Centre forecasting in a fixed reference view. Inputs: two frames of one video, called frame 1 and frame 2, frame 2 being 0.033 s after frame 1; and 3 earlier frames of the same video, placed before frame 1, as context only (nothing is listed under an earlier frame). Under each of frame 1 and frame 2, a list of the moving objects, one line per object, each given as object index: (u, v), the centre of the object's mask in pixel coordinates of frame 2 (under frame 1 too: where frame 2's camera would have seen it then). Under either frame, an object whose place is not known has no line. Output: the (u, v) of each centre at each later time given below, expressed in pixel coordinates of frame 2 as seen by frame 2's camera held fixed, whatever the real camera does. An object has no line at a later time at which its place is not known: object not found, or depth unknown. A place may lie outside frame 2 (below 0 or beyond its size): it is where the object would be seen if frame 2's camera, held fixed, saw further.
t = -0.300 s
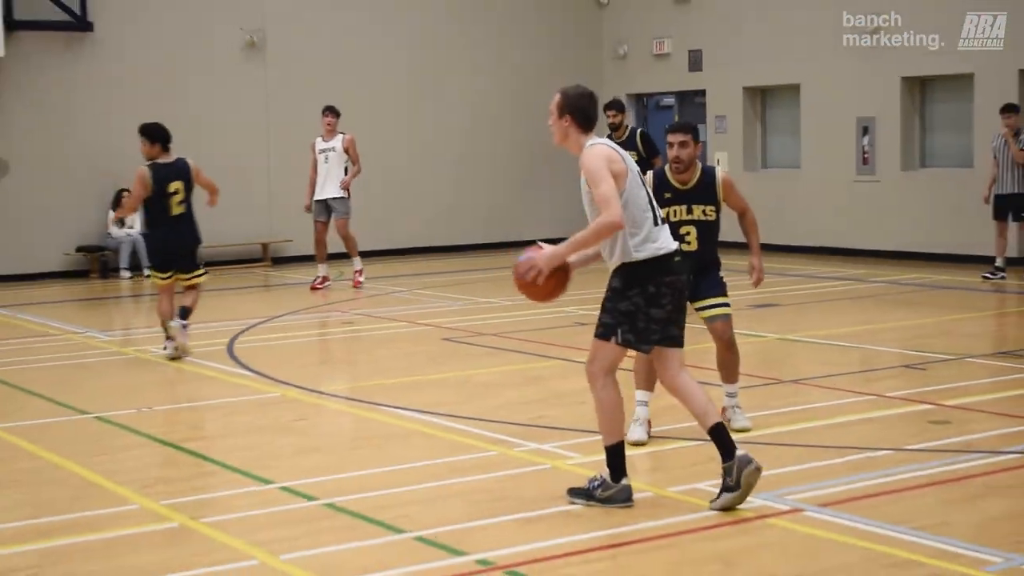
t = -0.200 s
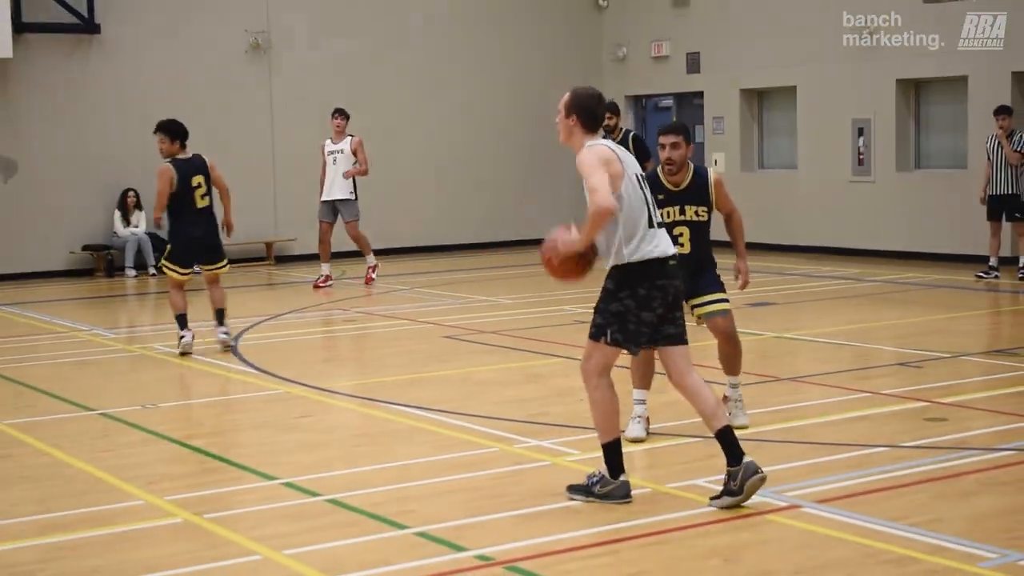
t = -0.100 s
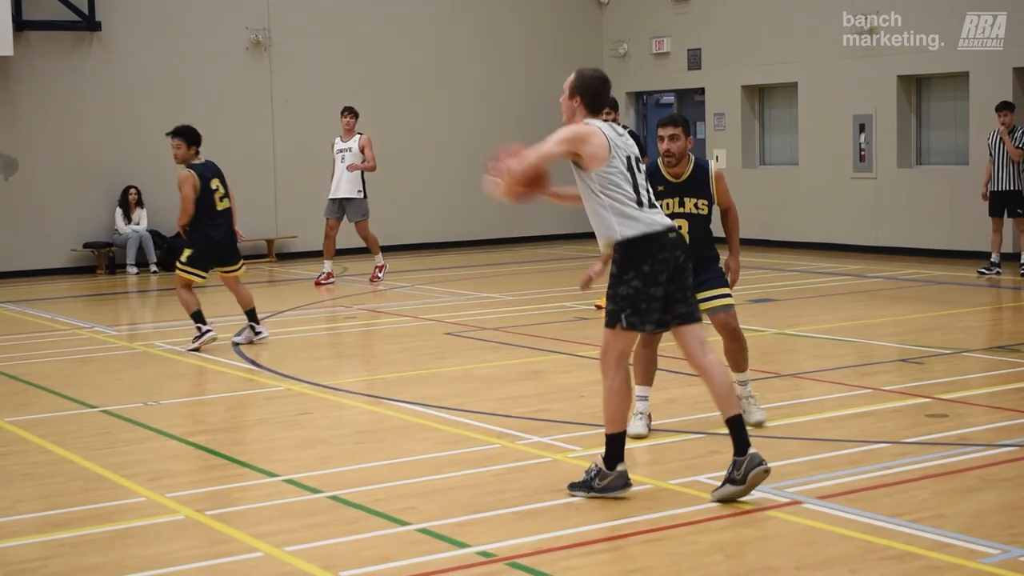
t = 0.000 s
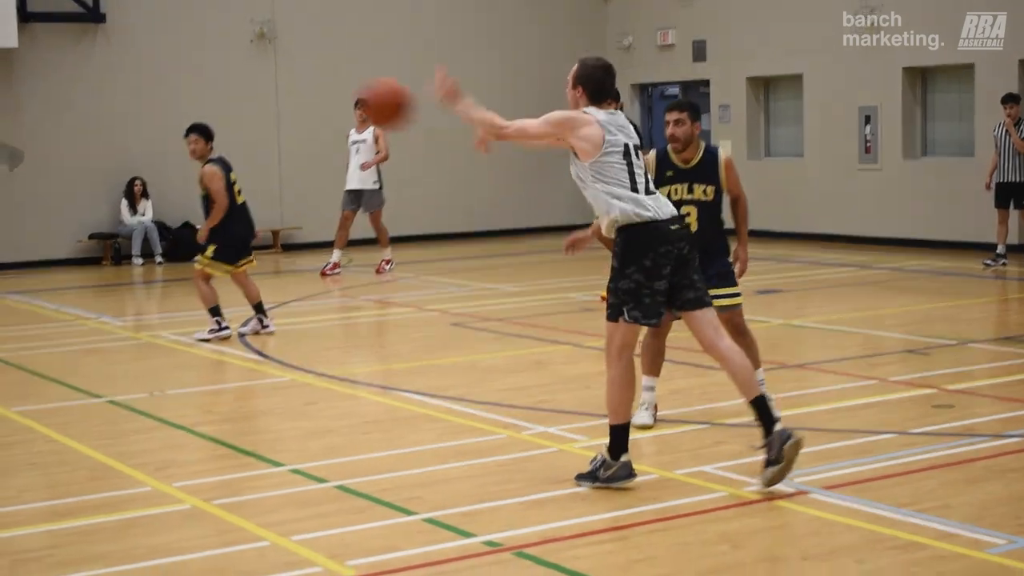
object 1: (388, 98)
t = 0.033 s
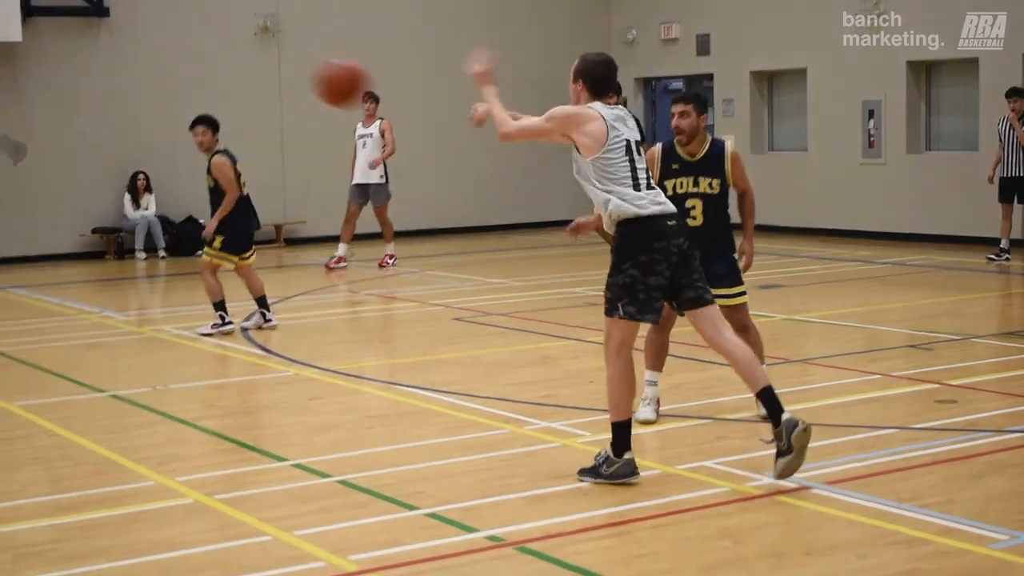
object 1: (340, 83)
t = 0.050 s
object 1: (319, 77)
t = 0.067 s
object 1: (299, 71)
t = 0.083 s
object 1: (277, 65)
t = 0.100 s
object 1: (258, 62)
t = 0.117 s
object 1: (238, 58)
